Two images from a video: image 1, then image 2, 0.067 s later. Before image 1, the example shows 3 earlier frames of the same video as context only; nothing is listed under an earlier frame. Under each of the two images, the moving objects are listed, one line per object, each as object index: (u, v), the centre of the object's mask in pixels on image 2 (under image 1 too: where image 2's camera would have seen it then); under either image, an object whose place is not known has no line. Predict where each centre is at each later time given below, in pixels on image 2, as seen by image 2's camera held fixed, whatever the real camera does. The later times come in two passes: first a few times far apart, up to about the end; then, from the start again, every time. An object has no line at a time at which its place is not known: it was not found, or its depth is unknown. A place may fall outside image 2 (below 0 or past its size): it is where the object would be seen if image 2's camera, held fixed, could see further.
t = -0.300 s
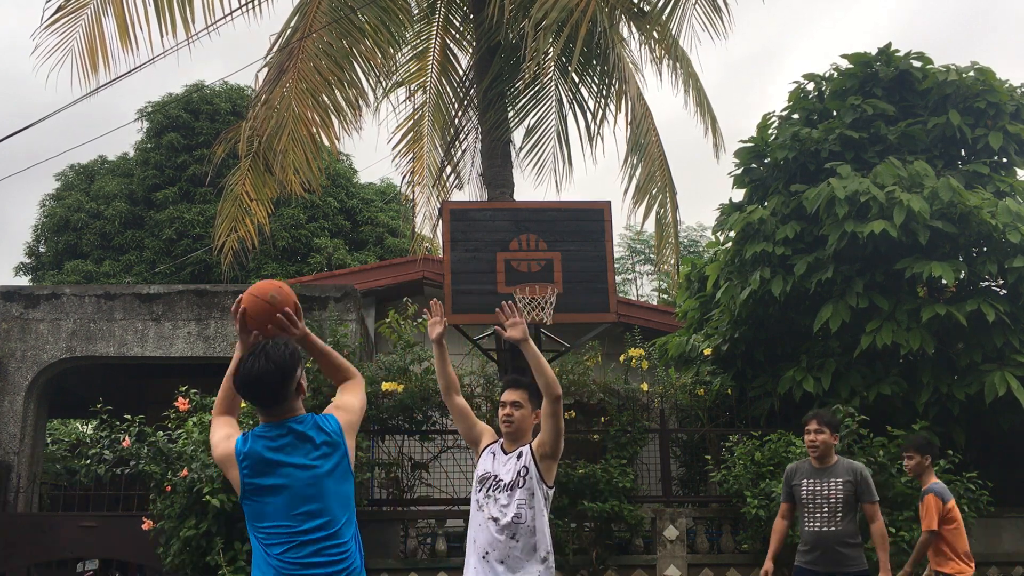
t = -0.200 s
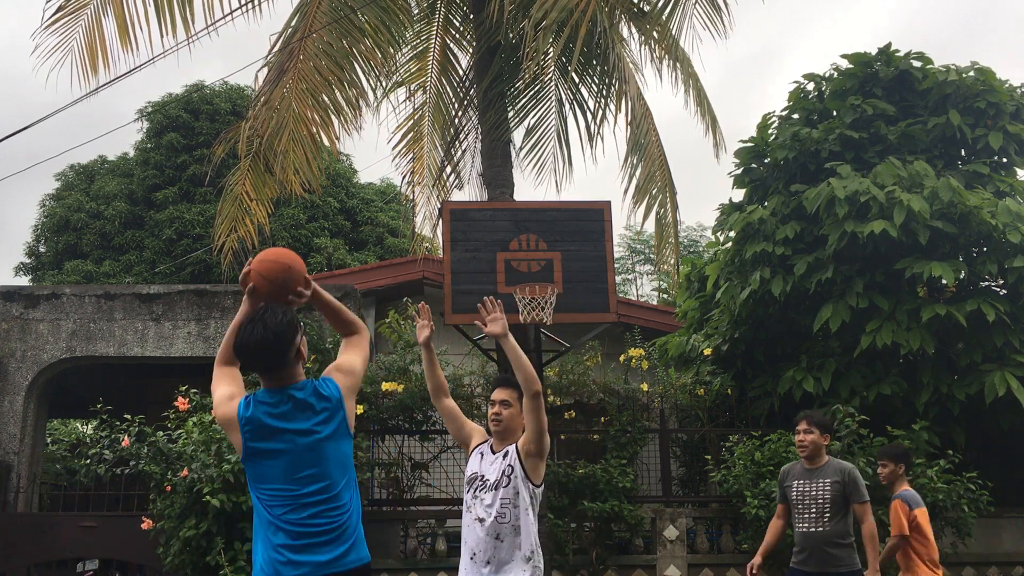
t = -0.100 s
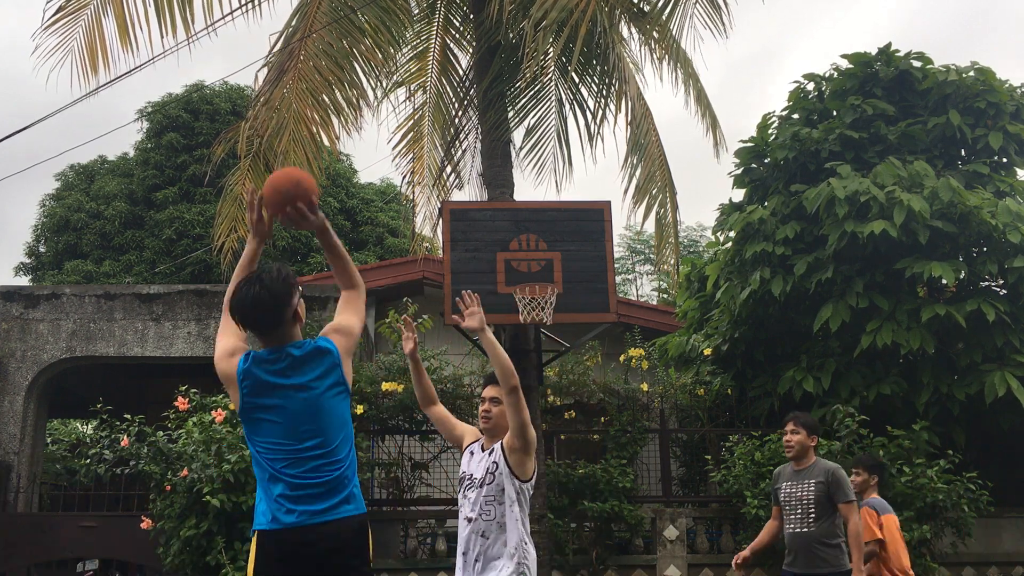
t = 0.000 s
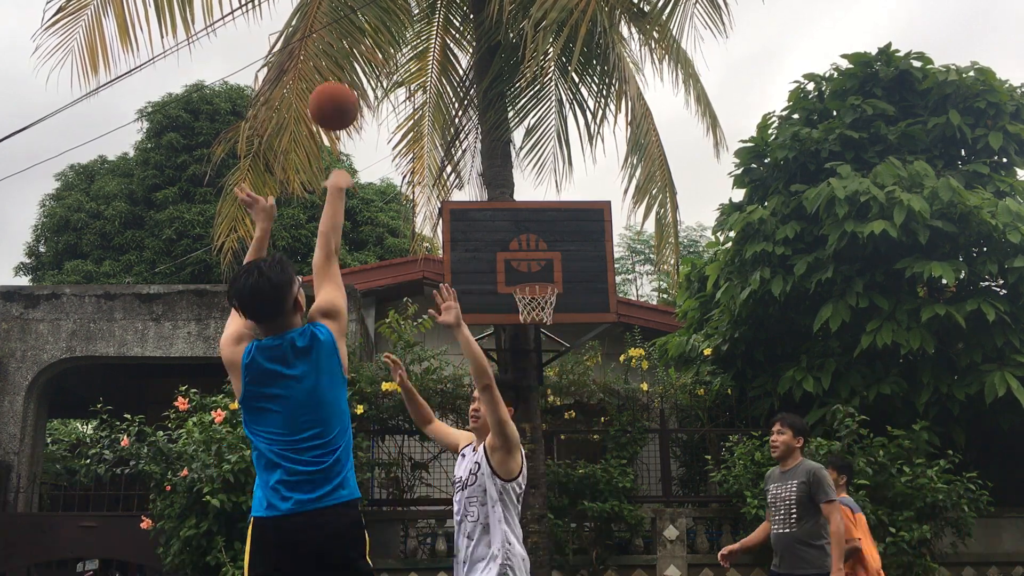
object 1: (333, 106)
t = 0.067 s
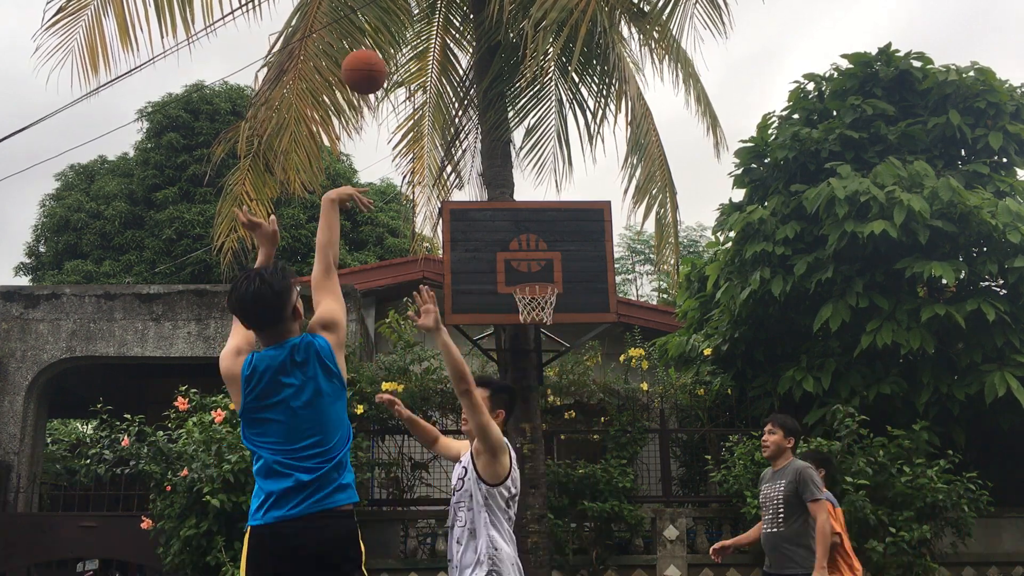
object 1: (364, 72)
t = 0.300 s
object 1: (441, 50)
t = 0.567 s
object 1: (496, 132)
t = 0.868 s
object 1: (549, 274)
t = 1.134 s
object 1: (534, 195)
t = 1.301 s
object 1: (524, 194)
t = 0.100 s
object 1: (378, 60)
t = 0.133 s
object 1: (390, 53)
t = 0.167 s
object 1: (402, 48)
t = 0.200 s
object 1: (412, 45)
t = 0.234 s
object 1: (423, 45)
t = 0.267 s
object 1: (431, 46)
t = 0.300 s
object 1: (441, 50)
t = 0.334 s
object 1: (449, 55)
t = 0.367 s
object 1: (457, 62)
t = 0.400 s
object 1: (464, 71)
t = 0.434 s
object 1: (471, 81)
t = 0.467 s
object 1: (478, 92)
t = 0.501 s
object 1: (485, 104)
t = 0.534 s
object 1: (491, 118)
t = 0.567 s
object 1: (496, 132)
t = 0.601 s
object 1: (502, 148)
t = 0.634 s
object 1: (507, 166)
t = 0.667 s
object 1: (512, 183)
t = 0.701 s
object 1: (517, 202)
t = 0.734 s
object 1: (523, 221)
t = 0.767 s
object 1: (528, 241)
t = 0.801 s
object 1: (532, 262)
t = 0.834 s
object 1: (540, 269)
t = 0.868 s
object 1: (549, 274)
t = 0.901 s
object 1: (547, 261)
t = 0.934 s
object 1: (545, 248)
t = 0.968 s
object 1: (543, 236)
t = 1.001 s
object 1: (542, 225)
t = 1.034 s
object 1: (540, 216)
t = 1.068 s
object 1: (537, 208)
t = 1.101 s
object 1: (535, 200)
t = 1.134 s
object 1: (534, 195)
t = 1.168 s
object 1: (532, 192)
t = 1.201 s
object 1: (530, 189)
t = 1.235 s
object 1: (528, 189)
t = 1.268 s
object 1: (526, 190)
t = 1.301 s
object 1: (524, 194)
